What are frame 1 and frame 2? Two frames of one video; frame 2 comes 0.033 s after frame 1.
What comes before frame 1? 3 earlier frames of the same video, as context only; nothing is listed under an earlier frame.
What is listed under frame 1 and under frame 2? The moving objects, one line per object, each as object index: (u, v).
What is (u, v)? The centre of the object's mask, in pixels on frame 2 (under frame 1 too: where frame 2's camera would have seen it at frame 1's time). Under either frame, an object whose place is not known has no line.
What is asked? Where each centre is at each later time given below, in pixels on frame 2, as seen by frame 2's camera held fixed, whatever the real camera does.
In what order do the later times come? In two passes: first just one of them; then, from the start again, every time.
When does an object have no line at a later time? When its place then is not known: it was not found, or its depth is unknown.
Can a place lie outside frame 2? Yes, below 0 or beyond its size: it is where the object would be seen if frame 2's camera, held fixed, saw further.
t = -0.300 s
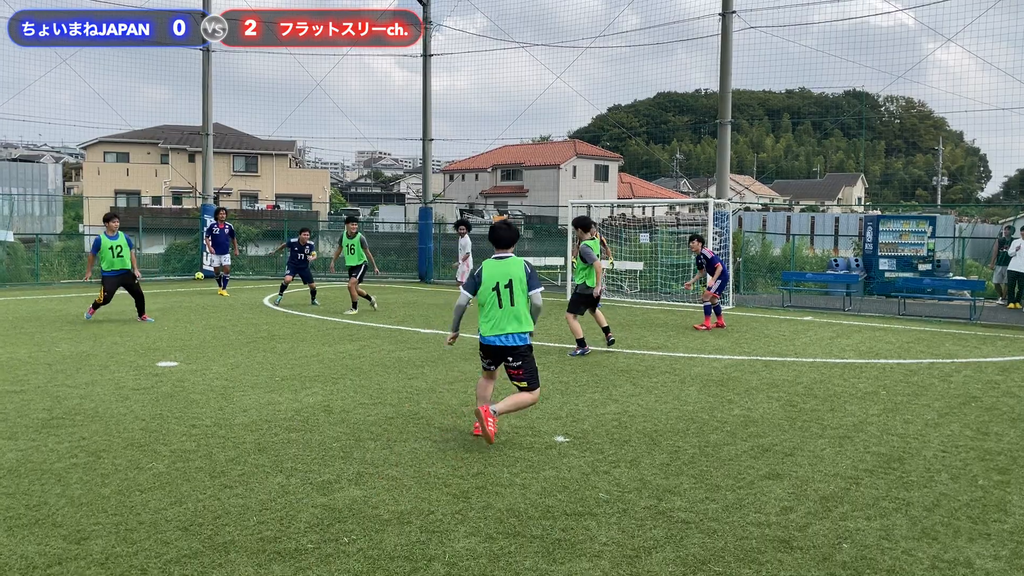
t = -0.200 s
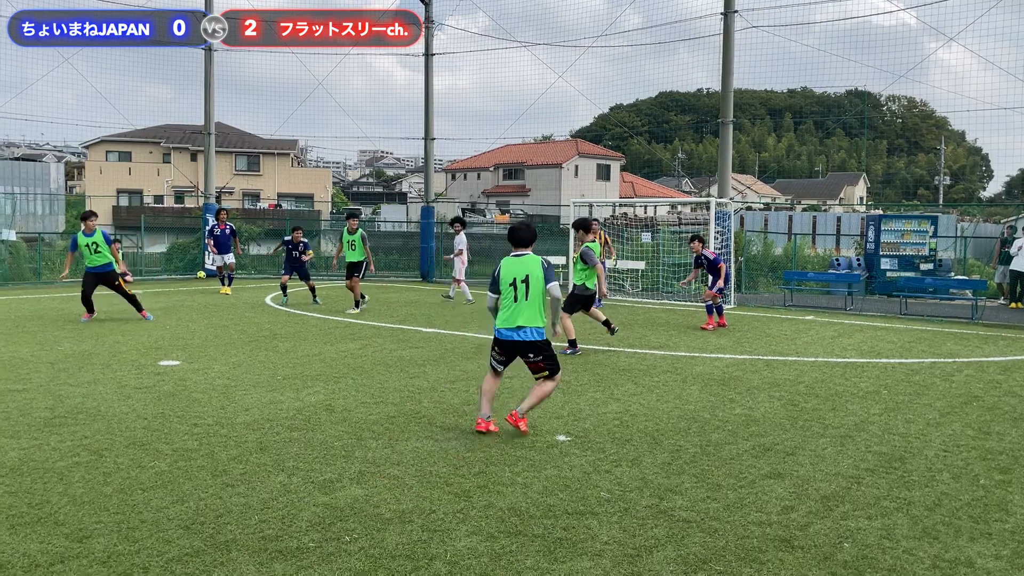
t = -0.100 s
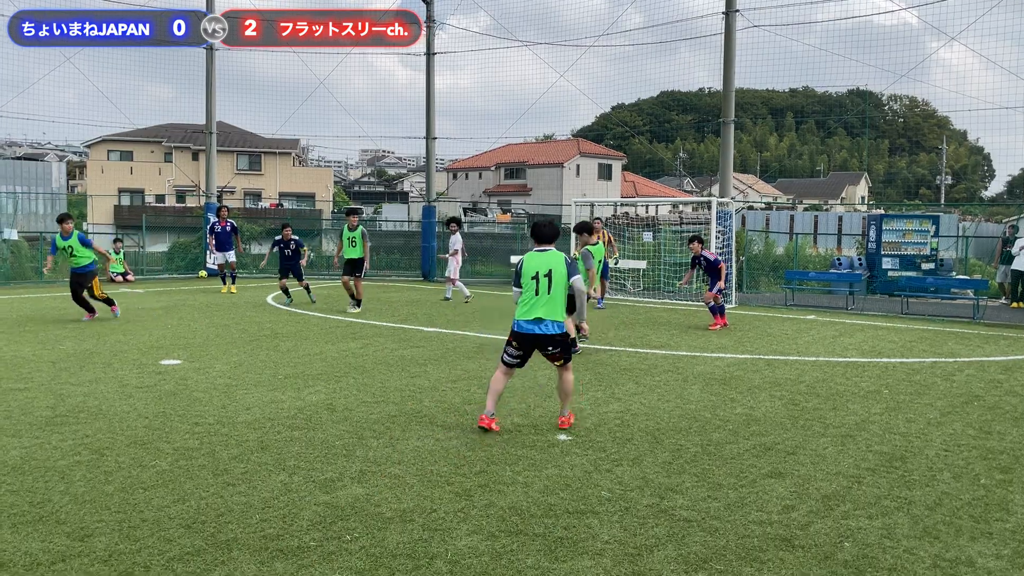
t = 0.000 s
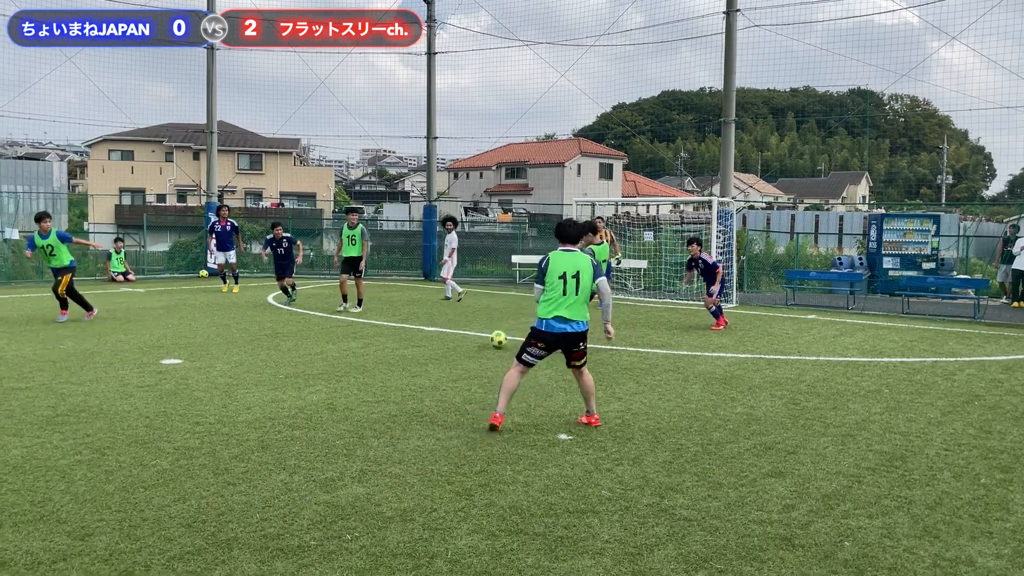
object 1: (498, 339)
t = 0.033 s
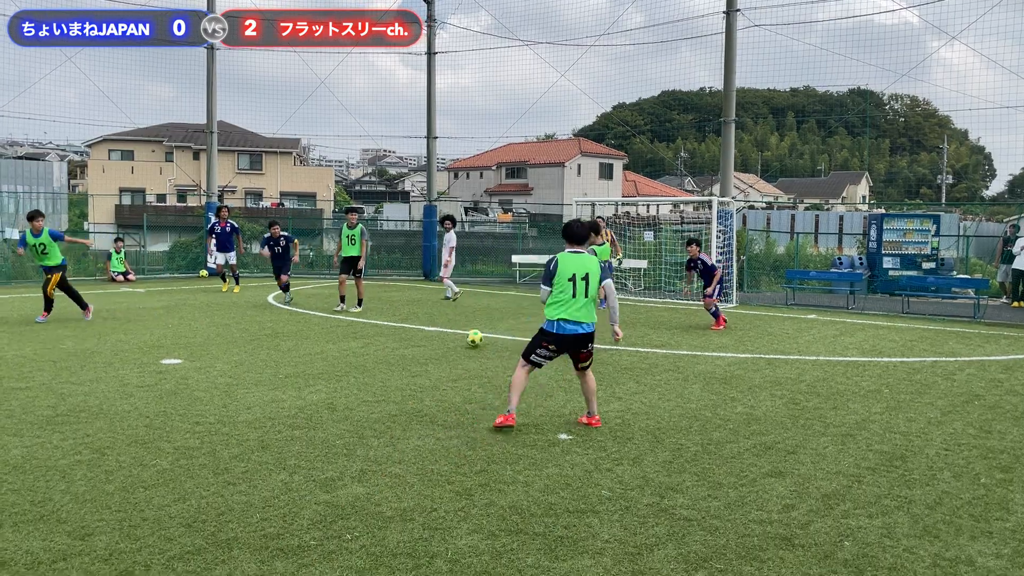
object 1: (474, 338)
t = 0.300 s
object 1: (307, 336)
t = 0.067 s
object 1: (450, 338)
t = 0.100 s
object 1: (426, 338)
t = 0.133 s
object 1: (405, 338)
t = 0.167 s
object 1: (383, 337)
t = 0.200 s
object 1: (364, 337)
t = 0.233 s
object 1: (343, 337)
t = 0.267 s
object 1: (324, 337)
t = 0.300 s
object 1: (307, 336)
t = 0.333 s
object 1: (289, 335)
